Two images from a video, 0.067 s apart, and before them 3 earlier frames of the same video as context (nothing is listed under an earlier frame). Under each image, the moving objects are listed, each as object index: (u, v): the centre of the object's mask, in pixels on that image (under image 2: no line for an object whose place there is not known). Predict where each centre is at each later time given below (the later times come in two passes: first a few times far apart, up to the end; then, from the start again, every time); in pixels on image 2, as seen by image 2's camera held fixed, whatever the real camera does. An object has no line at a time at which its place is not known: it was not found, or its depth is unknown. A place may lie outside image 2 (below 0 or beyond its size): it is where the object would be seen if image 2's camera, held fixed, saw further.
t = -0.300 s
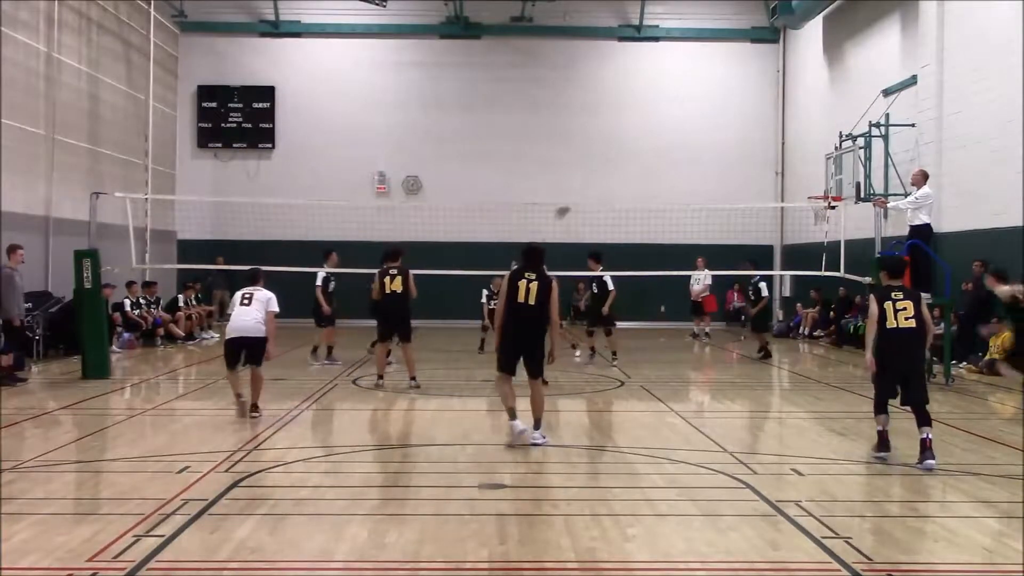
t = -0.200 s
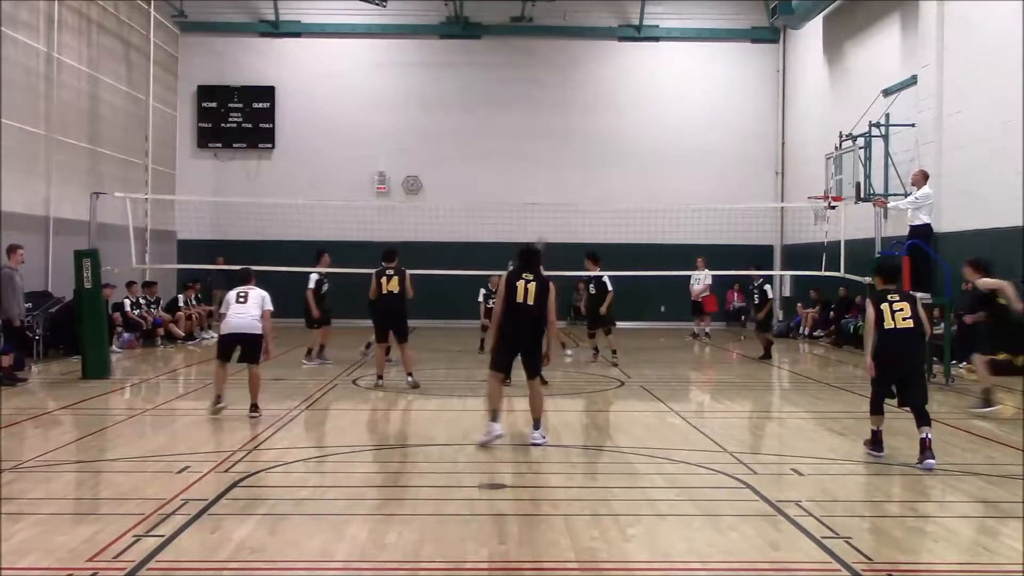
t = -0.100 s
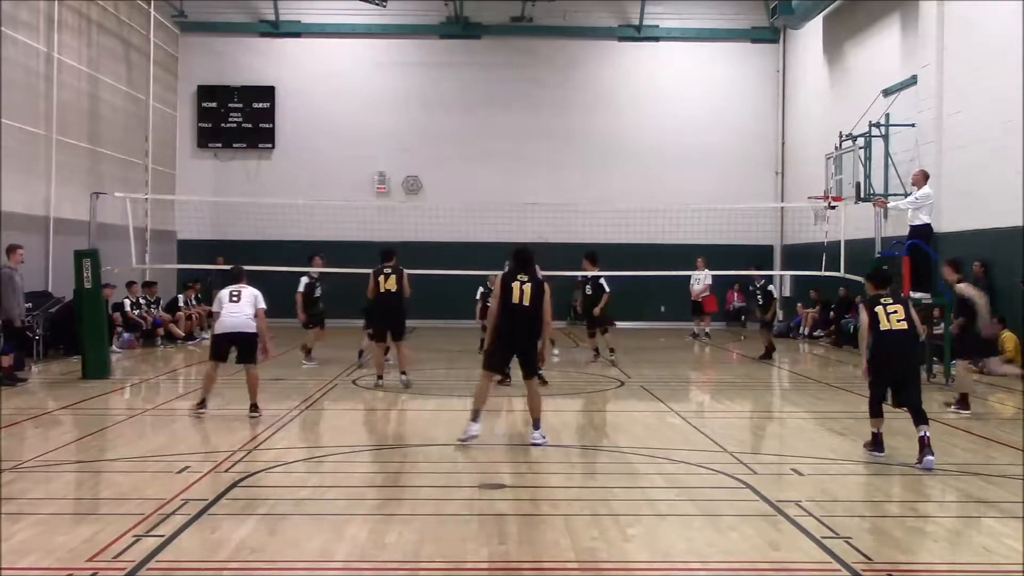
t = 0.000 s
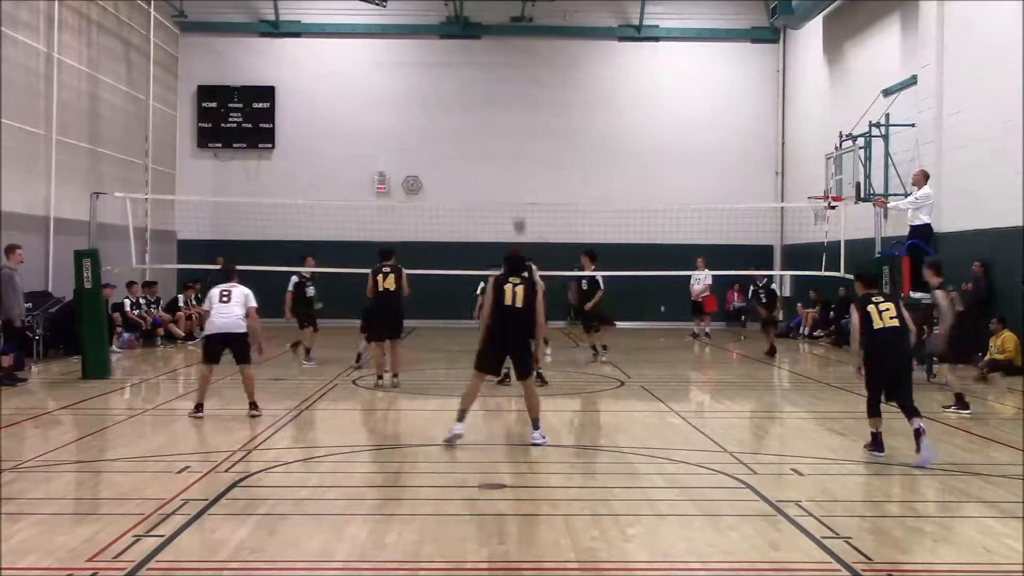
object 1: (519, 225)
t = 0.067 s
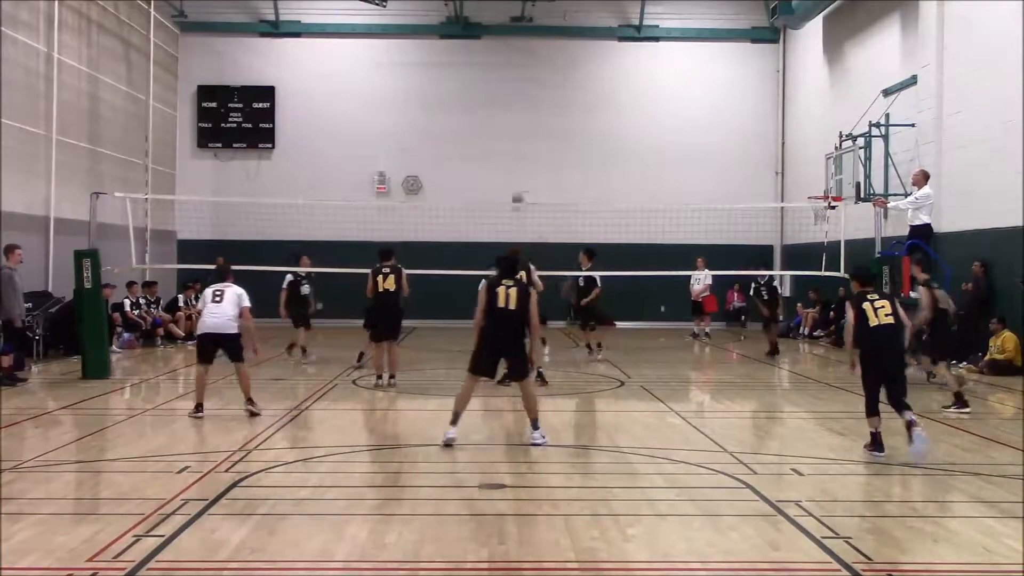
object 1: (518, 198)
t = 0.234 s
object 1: (512, 152)
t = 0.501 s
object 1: (505, 105)
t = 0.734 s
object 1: (498, 98)
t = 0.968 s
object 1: (491, 124)
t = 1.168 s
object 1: (484, 175)
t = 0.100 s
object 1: (516, 190)
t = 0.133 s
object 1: (515, 179)
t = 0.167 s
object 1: (514, 170)
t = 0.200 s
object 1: (513, 160)
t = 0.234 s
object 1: (512, 152)
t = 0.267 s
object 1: (511, 144)
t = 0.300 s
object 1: (511, 136)
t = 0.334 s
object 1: (510, 129)
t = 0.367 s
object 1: (509, 125)
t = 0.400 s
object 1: (508, 118)
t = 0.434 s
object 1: (507, 114)
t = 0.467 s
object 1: (506, 109)
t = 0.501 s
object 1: (505, 105)
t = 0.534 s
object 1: (504, 102)
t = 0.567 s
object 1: (503, 100)
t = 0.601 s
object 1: (502, 98)
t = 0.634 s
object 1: (501, 97)
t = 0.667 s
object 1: (500, 97)
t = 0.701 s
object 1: (499, 98)
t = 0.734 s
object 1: (498, 98)
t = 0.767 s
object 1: (496, 100)
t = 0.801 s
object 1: (496, 102)
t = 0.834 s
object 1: (495, 106)
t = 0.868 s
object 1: (494, 109)
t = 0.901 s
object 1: (493, 114)
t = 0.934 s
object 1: (492, 118)
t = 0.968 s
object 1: (491, 124)
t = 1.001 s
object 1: (489, 131)
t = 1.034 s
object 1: (488, 138)
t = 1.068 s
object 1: (488, 147)
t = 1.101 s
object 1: (486, 154)
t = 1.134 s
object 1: (485, 164)
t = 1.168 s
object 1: (484, 175)
